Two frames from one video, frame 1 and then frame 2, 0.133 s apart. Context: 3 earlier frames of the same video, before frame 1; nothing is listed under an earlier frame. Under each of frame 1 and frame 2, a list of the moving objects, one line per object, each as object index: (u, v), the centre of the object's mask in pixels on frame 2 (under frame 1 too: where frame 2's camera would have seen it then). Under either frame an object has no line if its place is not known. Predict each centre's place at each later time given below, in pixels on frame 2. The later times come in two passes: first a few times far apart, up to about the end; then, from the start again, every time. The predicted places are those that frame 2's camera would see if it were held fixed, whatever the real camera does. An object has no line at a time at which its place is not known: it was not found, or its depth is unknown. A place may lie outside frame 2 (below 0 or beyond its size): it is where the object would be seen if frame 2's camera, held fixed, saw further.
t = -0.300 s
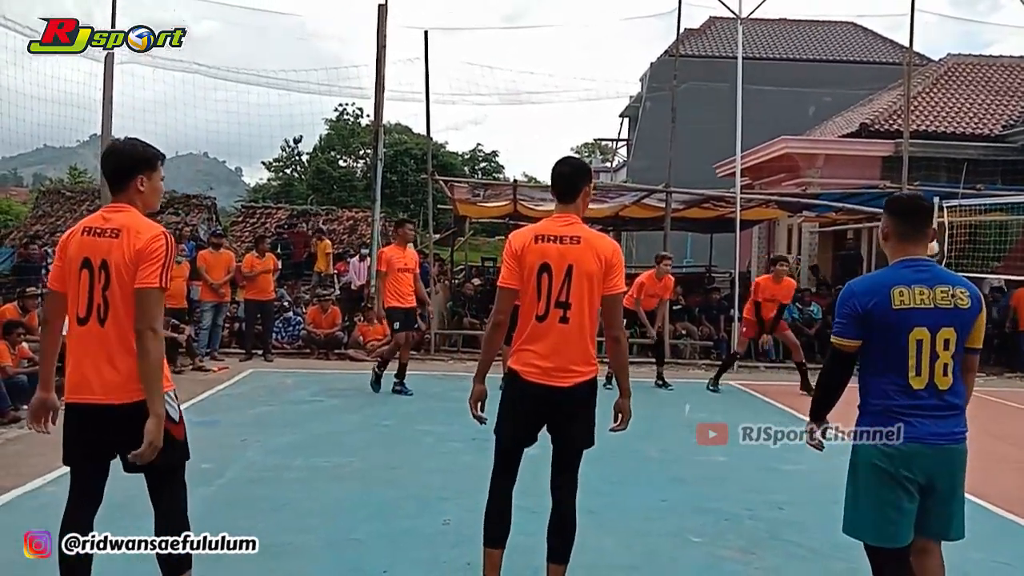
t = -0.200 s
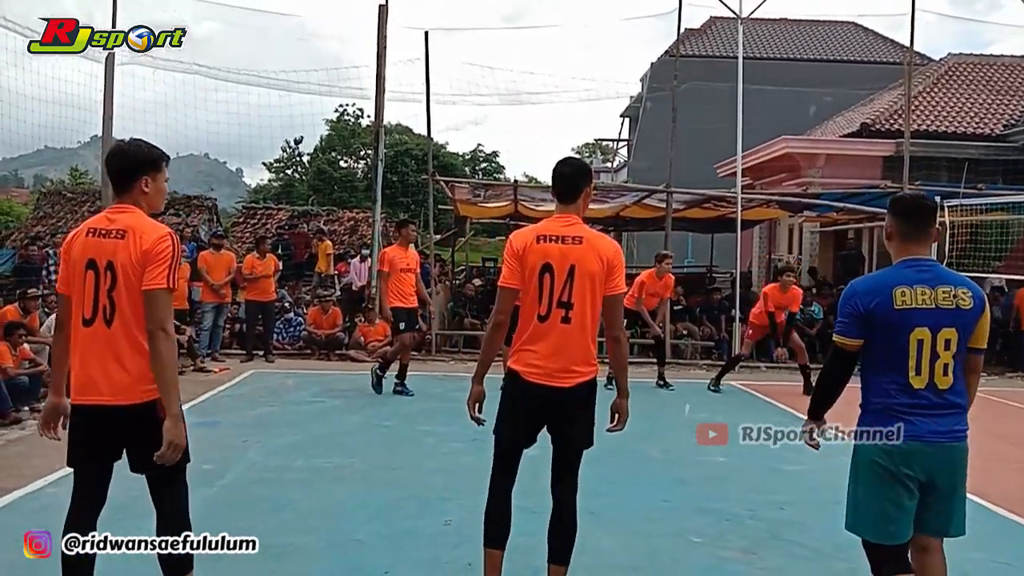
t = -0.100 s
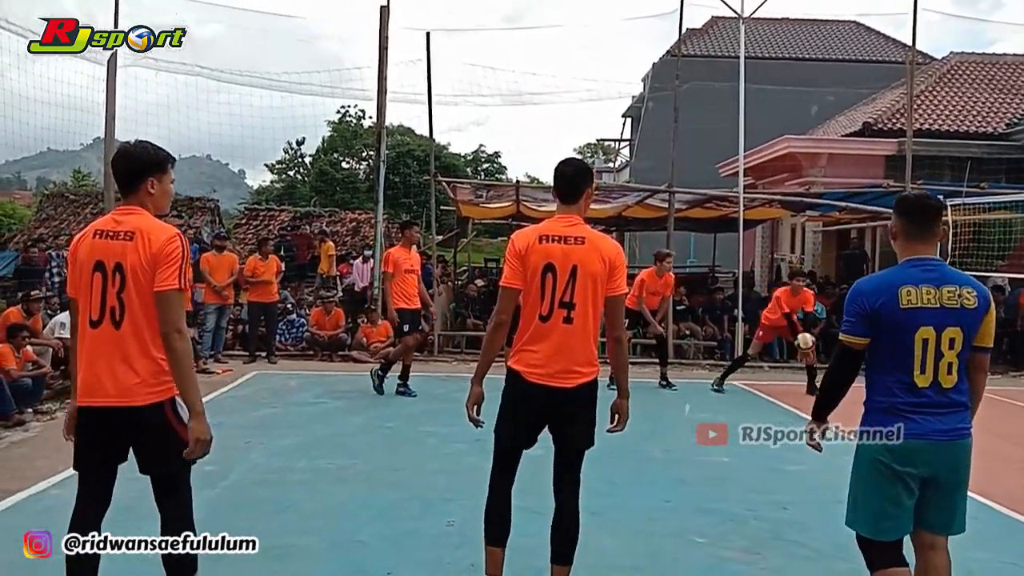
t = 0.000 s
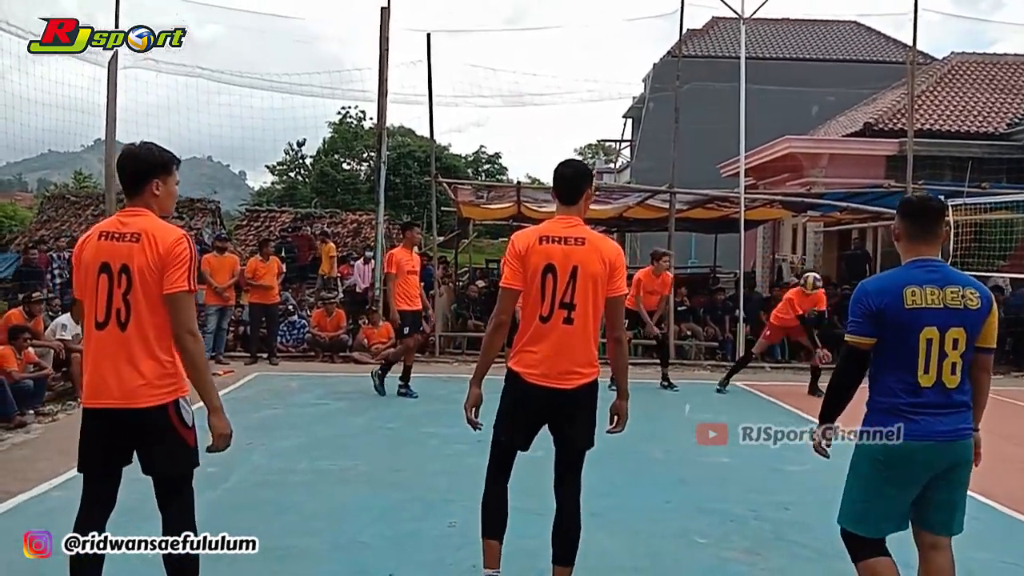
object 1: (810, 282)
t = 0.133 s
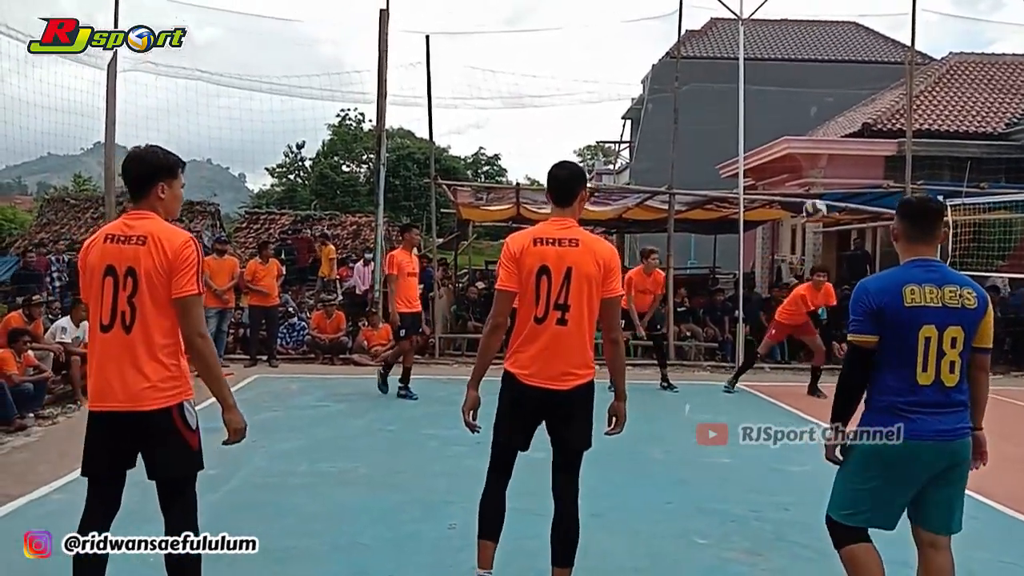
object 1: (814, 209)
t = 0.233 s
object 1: (816, 160)
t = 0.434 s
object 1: (818, 86)
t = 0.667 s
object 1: (815, 45)
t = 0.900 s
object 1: (805, 77)
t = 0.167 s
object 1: (815, 192)
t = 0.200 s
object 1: (816, 177)
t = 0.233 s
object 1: (816, 160)
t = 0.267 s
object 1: (817, 147)
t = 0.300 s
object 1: (817, 133)
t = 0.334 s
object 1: (818, 119)
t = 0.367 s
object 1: (818, 107)
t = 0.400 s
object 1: (817, 96)
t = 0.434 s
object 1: (818, 86)
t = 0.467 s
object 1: (817, 77)
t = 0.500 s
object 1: (817, 68)
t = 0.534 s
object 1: (816, 61)
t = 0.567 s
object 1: (816, 55)
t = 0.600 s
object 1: (815, 50)
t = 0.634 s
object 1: (815, 47)
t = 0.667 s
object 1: (815, 45)
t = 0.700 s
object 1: (814, 44)
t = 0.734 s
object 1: (812, 45)
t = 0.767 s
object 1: (811, 47)
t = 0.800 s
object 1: (809, 52)
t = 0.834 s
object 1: (808, 58)
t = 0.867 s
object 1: (807, 66)
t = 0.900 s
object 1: (805, 77)
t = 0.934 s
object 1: (803, 90)
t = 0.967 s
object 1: (802, 105)
